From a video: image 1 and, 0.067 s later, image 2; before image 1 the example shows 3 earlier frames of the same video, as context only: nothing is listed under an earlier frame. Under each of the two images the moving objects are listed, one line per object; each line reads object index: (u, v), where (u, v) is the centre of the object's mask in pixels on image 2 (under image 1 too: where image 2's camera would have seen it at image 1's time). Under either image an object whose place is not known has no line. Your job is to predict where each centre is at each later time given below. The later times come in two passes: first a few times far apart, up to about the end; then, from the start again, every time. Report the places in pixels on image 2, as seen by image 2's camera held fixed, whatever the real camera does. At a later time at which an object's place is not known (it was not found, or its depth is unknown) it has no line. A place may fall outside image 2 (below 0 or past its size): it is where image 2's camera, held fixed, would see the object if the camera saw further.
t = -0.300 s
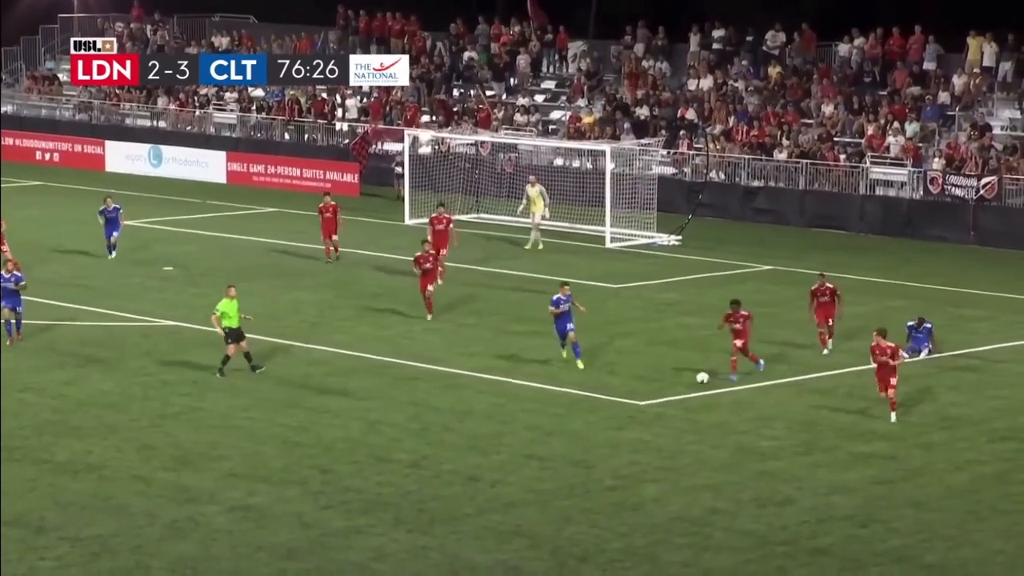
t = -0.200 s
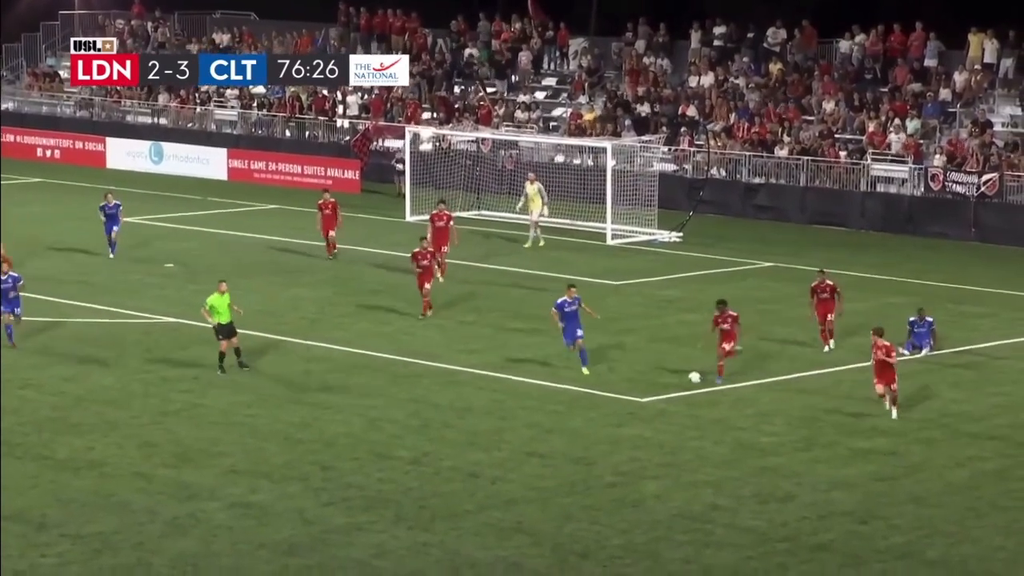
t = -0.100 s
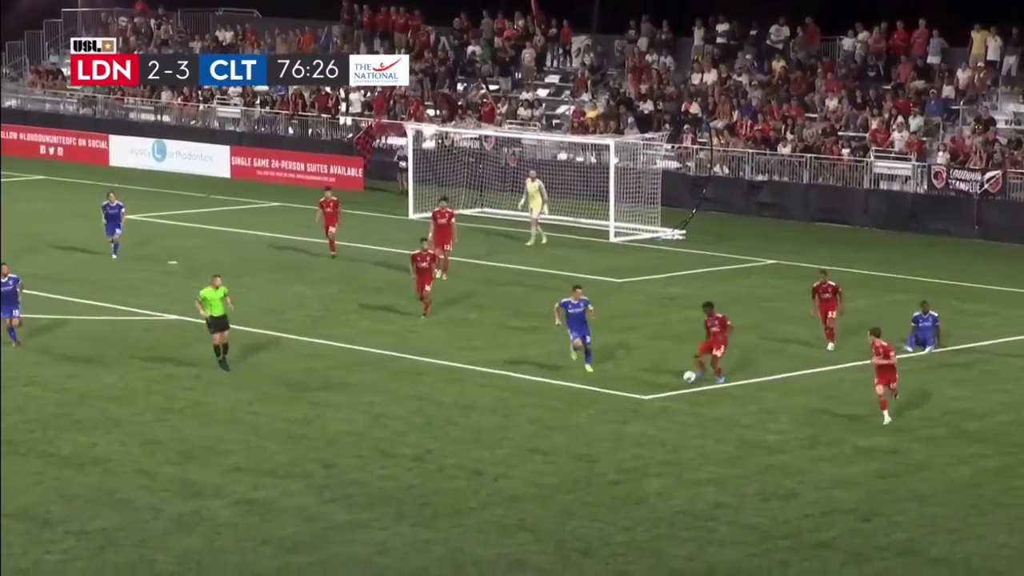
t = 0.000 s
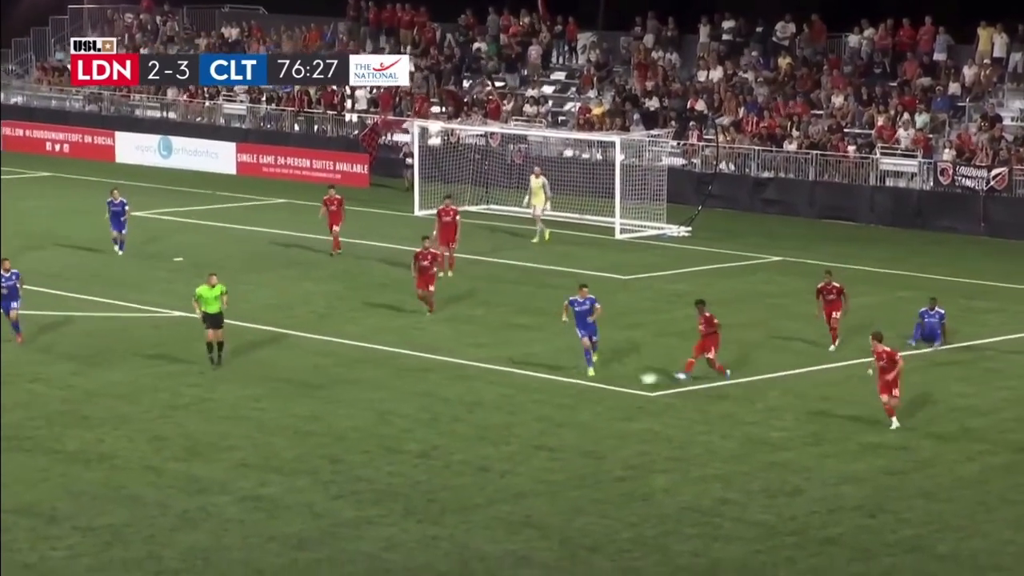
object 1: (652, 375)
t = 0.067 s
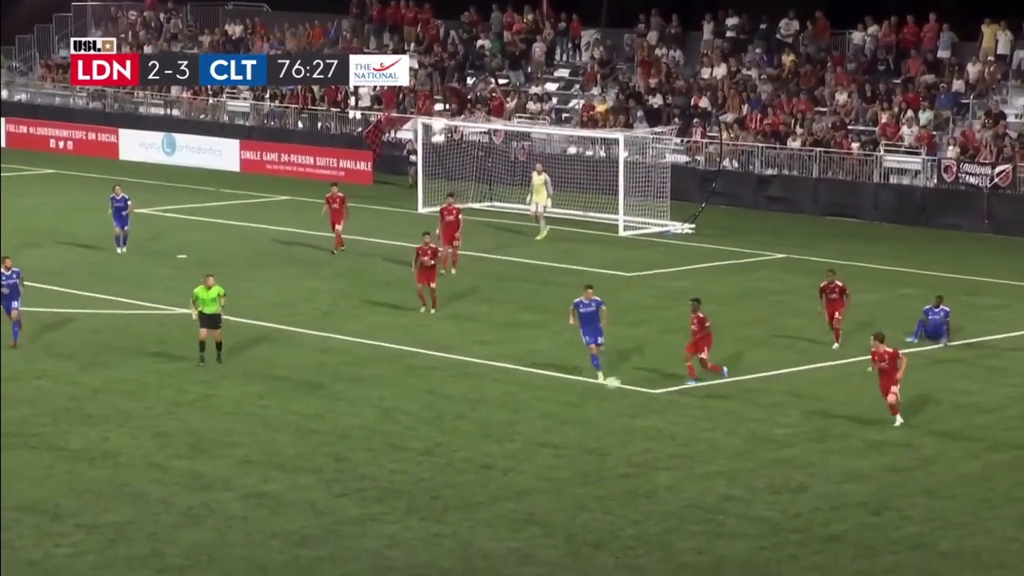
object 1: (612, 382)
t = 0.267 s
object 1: (491, 424)
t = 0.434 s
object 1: (399, 461)
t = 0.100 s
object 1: (592, 386)
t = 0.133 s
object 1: (571, 392)
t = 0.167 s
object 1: (551, 398)
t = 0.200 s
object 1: (531, 406)
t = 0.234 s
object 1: (512, 414)
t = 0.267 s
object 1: (491, 424)
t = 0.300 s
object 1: (471, 435)
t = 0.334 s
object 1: (452, 447)
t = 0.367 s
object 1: (432, 457)
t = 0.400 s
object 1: (416, 460)
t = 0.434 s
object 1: (399, 461)
